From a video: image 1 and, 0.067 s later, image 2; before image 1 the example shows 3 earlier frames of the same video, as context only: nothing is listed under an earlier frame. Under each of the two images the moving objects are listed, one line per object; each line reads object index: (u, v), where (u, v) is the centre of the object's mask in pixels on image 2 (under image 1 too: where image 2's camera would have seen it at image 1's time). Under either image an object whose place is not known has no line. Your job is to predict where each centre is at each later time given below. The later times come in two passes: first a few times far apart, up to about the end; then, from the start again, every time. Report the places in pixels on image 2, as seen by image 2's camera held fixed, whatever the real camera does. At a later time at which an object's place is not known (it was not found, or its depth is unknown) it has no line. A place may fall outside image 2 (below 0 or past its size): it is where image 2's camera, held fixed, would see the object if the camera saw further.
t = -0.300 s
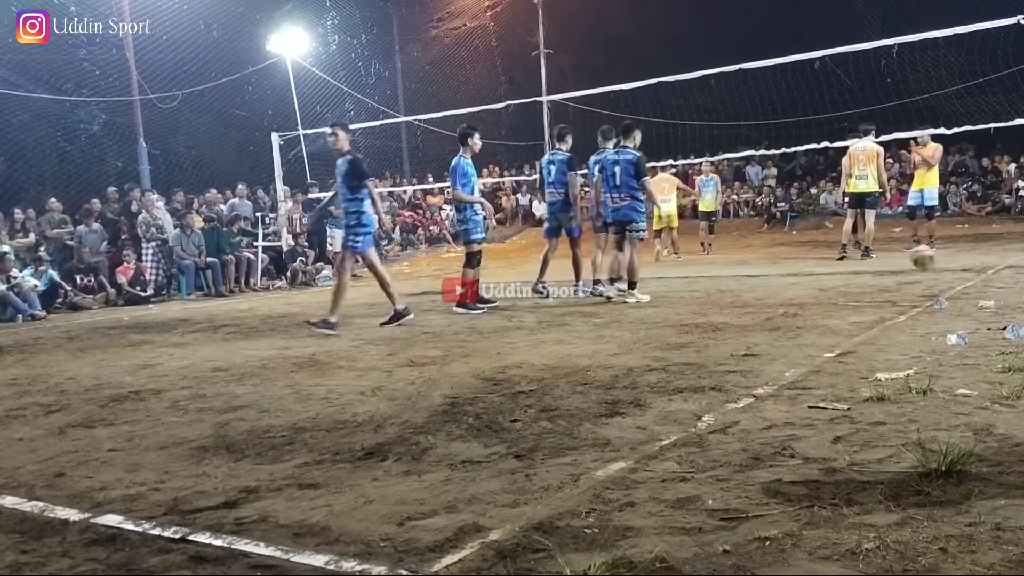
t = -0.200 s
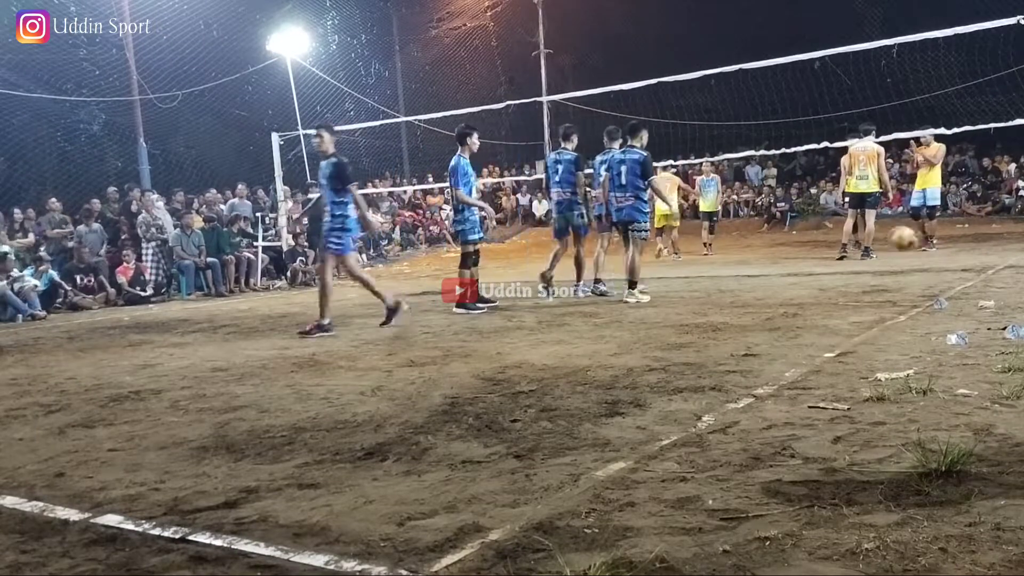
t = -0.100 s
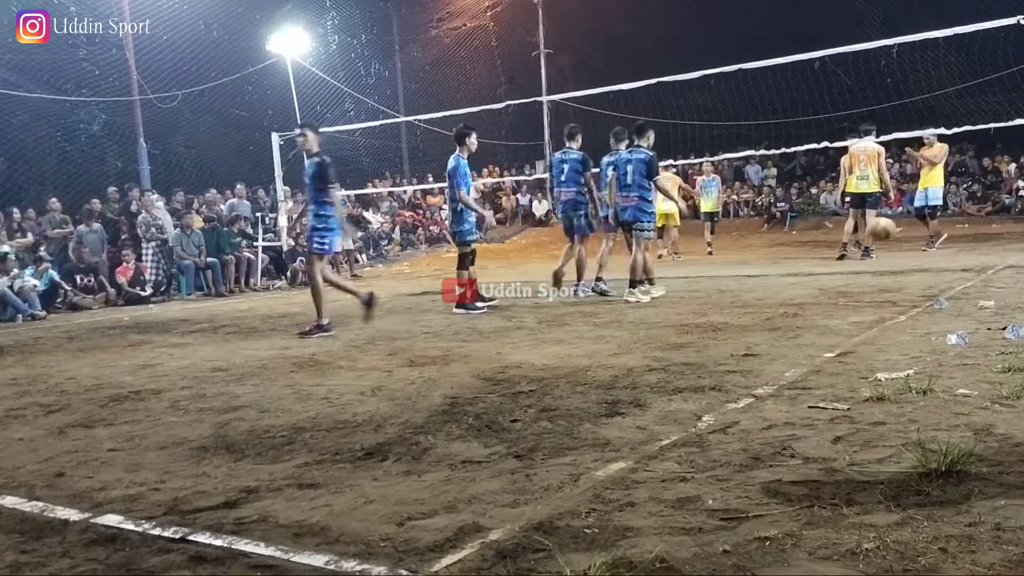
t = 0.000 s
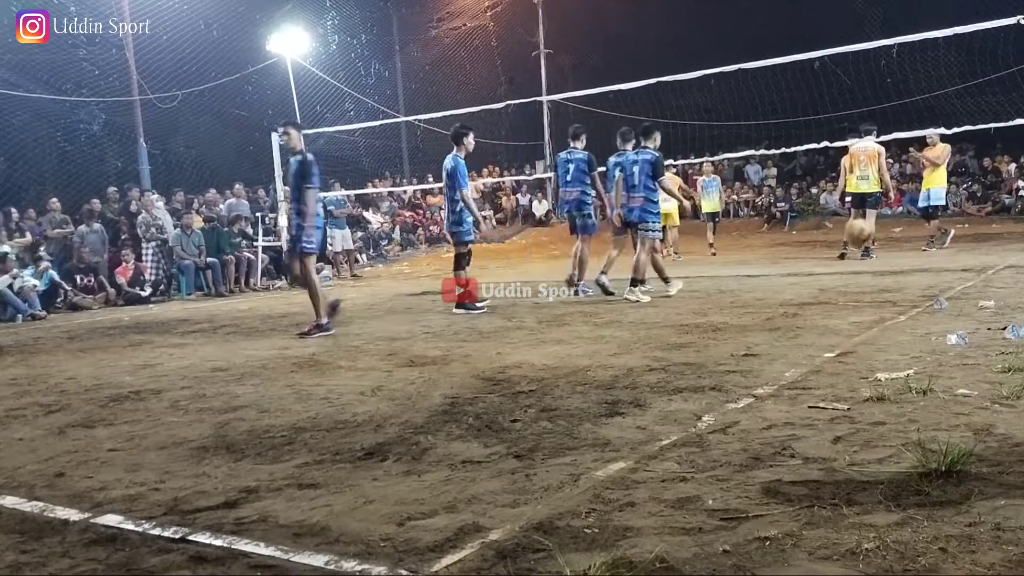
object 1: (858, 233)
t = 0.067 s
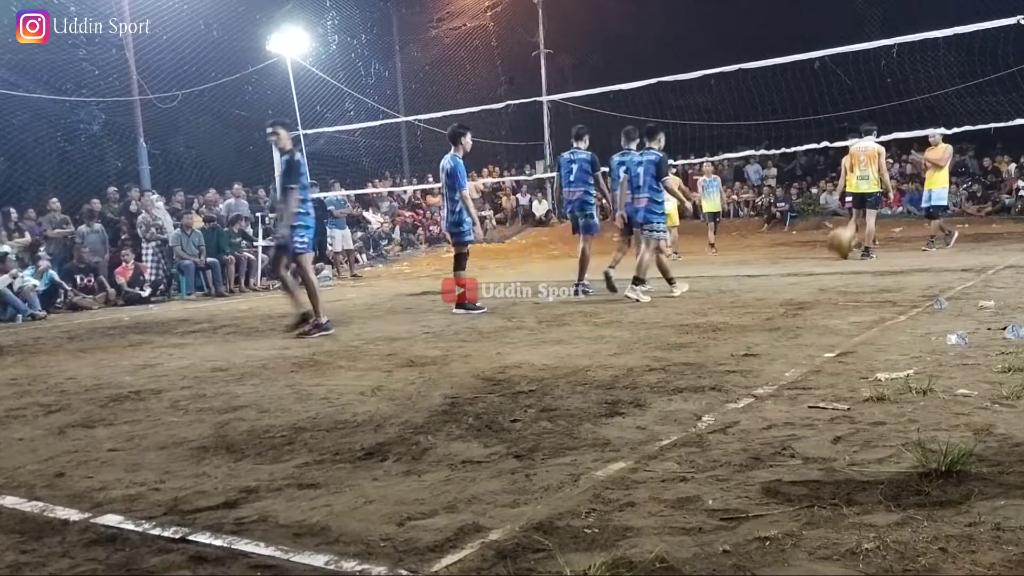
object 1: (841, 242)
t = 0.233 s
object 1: (799, 294)
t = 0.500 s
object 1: (692, 310)
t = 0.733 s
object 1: (564, 340)
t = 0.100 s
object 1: (833, 248)
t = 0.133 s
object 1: (826, 255)
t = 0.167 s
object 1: (816, 266)
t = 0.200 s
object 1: (806, 281)
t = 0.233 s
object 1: (799, 294)
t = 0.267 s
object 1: (788, 304)
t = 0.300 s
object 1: (775, 301)
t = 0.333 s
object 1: (761, 298)
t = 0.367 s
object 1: (749, 297)
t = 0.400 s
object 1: (733, 297)
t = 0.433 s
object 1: (719, 301)
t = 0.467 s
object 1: (706, 304)
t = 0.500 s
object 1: (692, 310)
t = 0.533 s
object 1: (674, 319)
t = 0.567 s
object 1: (655, 332)
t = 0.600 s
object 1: (640, 329)
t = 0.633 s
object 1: (622, 329)
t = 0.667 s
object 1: (602, 331)
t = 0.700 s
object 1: (583, 336)
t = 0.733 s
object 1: (564, 340)
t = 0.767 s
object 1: (544, 350)
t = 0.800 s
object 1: (520, 355)
